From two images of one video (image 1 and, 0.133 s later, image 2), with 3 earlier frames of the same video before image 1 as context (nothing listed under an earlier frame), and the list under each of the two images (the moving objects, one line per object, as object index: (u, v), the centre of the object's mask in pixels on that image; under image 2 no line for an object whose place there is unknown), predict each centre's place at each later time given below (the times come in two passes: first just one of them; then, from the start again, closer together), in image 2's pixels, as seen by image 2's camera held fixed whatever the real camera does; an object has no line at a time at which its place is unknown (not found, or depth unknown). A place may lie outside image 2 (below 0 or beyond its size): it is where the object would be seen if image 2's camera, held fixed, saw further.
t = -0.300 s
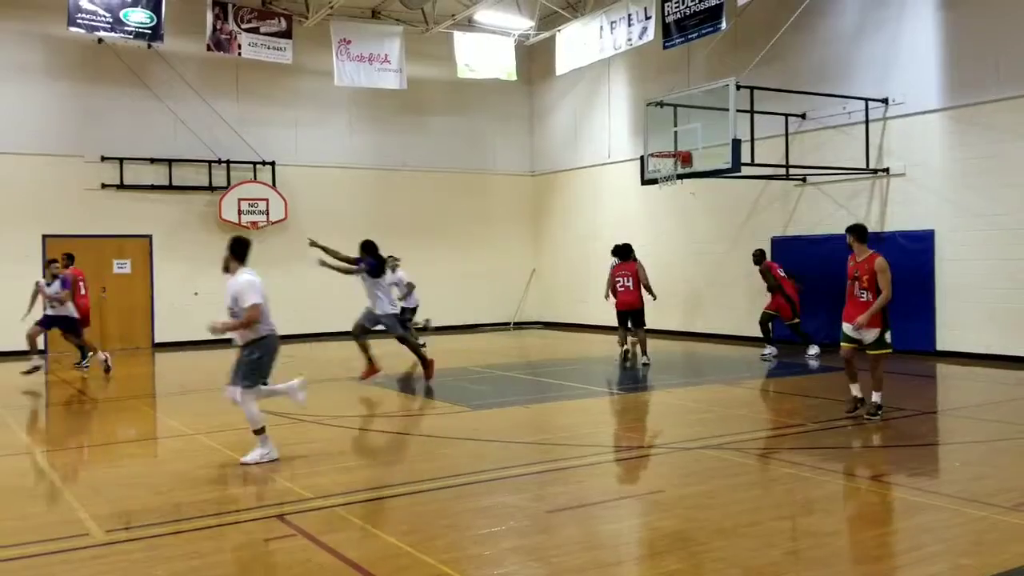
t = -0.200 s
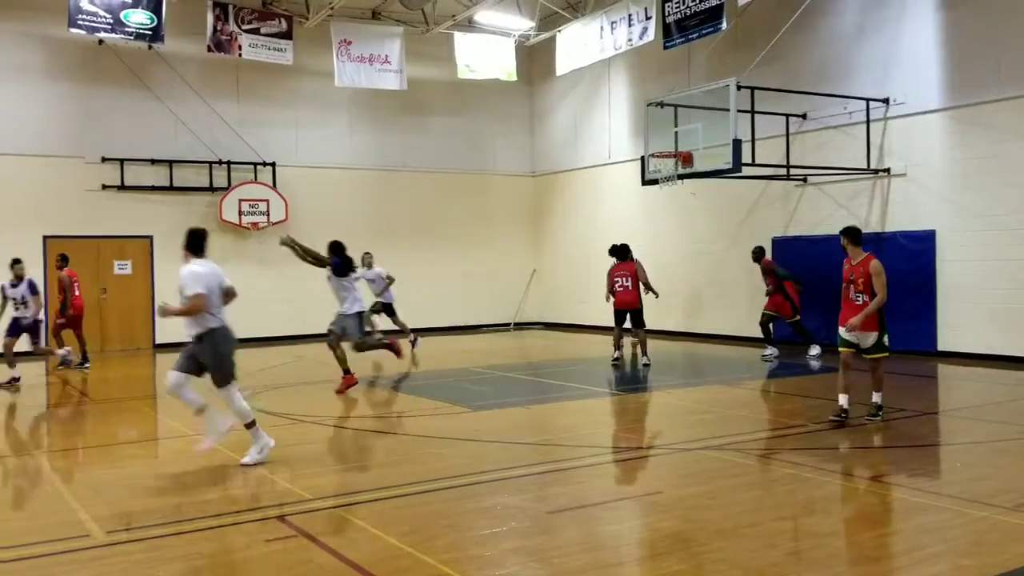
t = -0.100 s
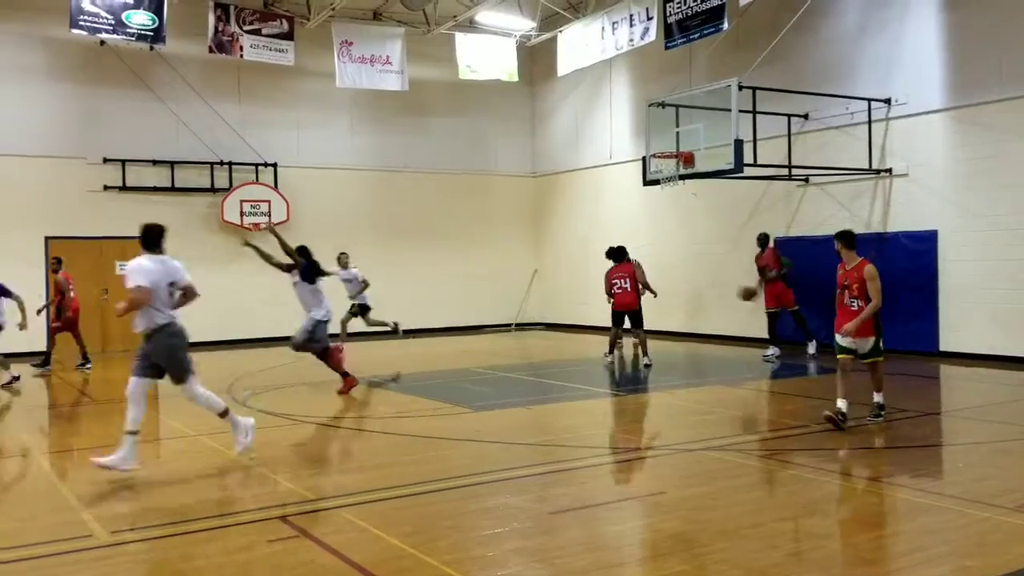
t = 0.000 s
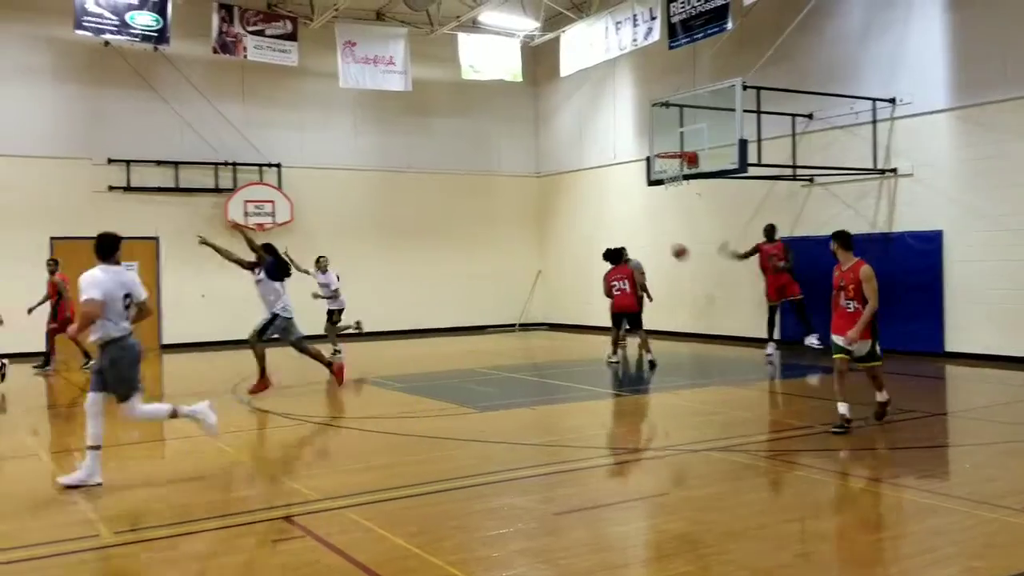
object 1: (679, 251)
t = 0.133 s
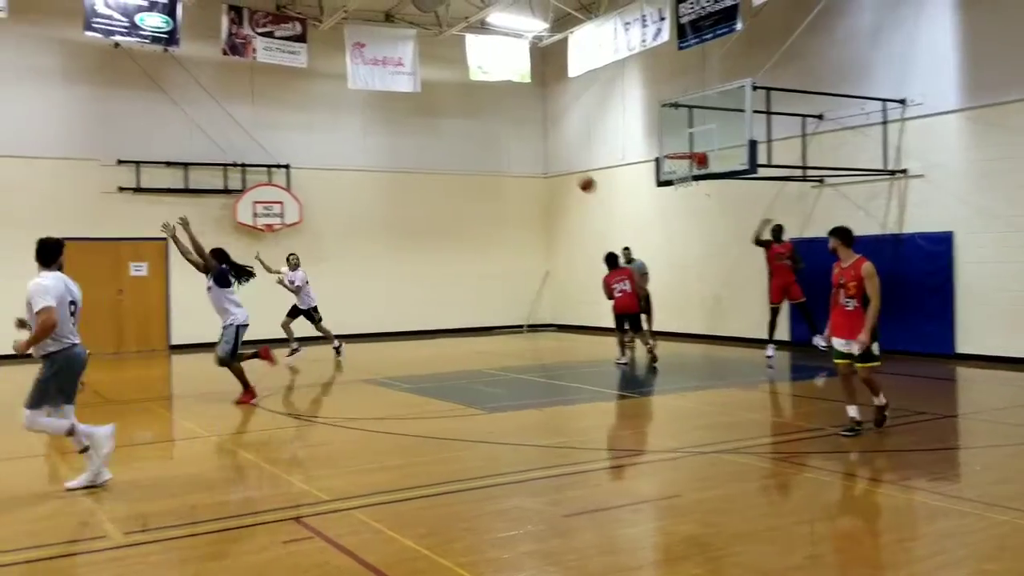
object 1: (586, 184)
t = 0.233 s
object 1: (505, 138)
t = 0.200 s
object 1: (533, 153)
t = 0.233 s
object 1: (505, 138)
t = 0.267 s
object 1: (477, 123)
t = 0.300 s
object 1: (449, 110)
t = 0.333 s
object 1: (418, 97)
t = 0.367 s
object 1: (388, 84)
